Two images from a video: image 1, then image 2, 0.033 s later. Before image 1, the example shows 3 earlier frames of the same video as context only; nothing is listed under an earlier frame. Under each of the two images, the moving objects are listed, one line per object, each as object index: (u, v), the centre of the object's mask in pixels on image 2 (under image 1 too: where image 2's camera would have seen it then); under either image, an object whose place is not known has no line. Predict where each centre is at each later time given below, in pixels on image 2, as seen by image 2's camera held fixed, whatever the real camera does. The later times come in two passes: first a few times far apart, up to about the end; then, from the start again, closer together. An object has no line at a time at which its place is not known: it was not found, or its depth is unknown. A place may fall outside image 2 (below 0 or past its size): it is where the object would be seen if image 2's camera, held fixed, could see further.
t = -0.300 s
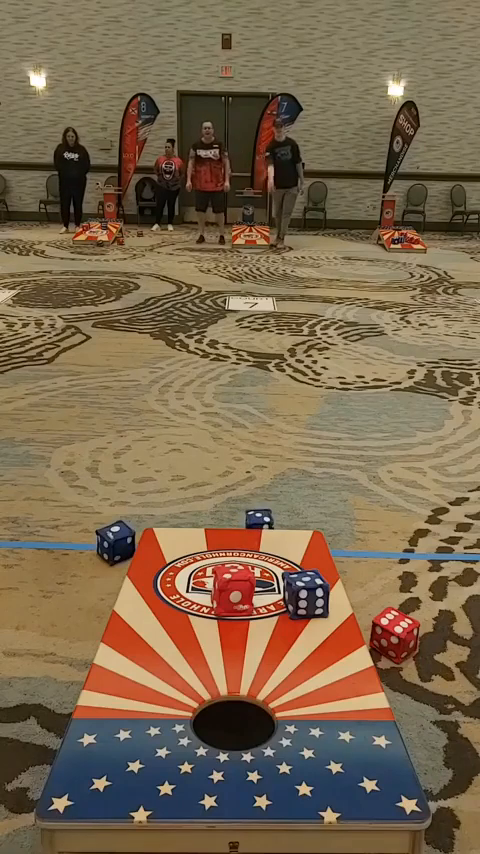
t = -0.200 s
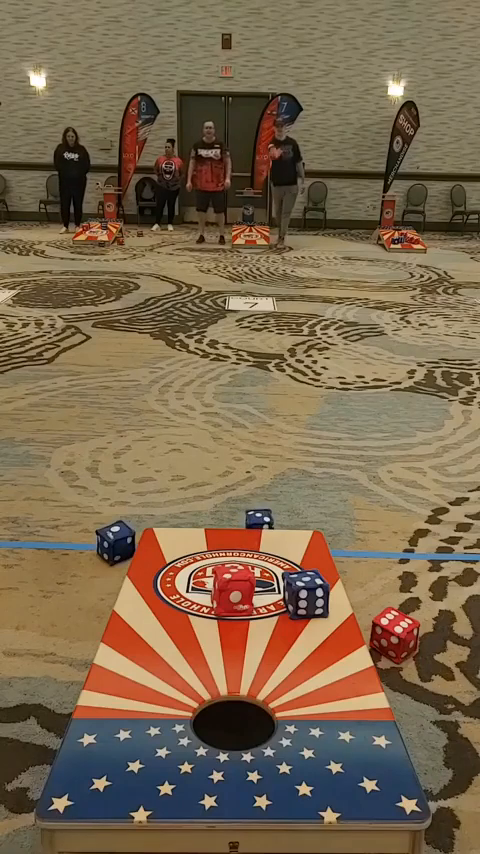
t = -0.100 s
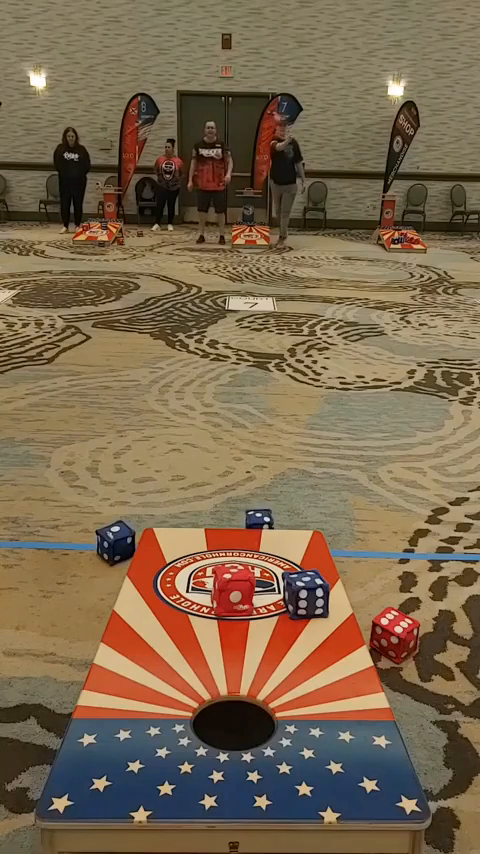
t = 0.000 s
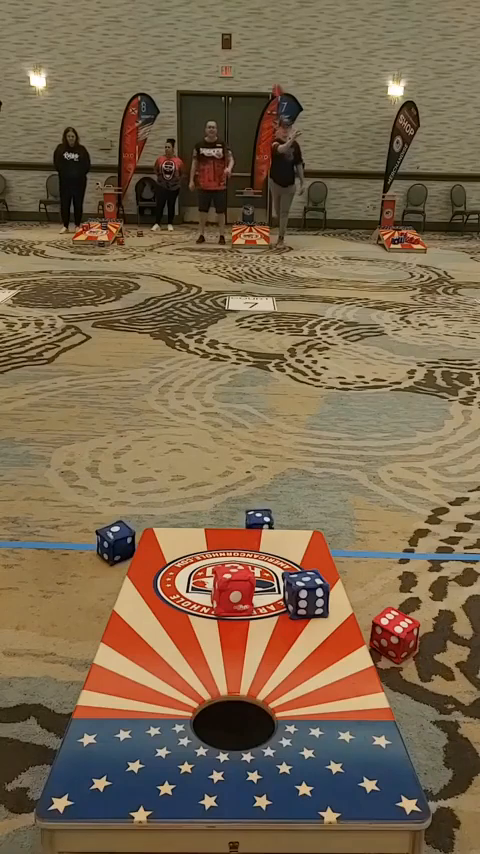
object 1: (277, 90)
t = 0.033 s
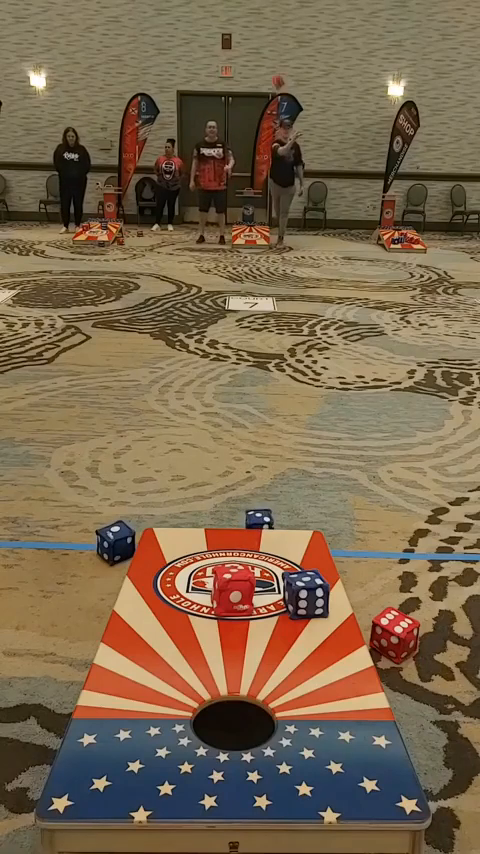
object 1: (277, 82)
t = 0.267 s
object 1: (280, 42)
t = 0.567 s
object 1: (277, 113)
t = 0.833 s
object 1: (263, 426)
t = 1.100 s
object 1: (258, 520)
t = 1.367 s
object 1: (254, 563)
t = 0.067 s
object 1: (278, 73)
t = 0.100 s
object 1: (279, 65)
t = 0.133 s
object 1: (279, 59)
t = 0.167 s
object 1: (280, 54)
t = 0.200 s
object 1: (280, 49)
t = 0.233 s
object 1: (280, 45)
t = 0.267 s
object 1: (280, 42)
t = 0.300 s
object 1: (281, 43)
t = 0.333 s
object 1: (280, 43)
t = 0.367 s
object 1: (280, 46)
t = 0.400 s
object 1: (280, 52)
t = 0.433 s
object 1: (280, 58)
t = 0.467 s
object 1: (280, 68)
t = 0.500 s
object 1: (279, 81)
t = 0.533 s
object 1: (279, 96)
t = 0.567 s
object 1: (277, 113)
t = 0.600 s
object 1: (279, 137)
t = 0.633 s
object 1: (276, 162)
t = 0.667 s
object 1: (274, 191)
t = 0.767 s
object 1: (266, 314)
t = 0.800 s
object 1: (264, 368)
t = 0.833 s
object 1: (263, 426)
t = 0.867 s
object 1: (260, 481)
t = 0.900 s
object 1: (261, 478)
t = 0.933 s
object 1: (261, 478)
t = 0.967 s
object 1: (261, 479)
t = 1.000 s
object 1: (260, 484)
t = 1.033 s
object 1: (260, 492)
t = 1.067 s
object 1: (259, 505)
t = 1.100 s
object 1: (258, 520)
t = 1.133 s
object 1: (258, 529)
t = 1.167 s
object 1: (257, 539)
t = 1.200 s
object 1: (257, 539)
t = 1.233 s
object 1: (256, 543)
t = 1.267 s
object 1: (256, 551)
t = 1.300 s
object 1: (256, 556)
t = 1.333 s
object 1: (255, 560)
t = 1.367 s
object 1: (254, 563)
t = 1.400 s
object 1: (253, 565)
